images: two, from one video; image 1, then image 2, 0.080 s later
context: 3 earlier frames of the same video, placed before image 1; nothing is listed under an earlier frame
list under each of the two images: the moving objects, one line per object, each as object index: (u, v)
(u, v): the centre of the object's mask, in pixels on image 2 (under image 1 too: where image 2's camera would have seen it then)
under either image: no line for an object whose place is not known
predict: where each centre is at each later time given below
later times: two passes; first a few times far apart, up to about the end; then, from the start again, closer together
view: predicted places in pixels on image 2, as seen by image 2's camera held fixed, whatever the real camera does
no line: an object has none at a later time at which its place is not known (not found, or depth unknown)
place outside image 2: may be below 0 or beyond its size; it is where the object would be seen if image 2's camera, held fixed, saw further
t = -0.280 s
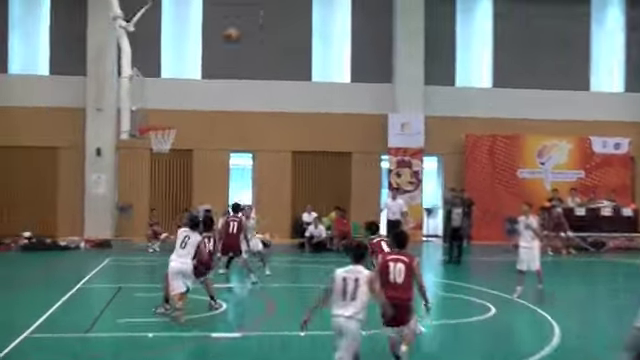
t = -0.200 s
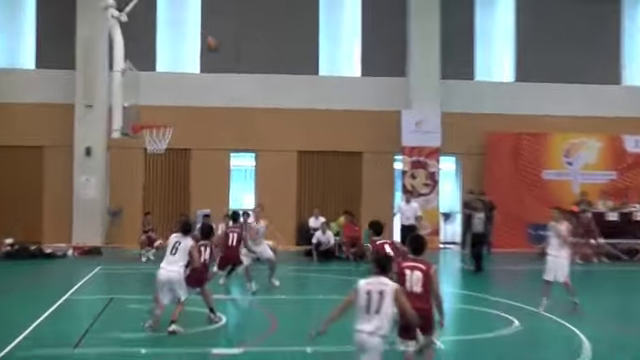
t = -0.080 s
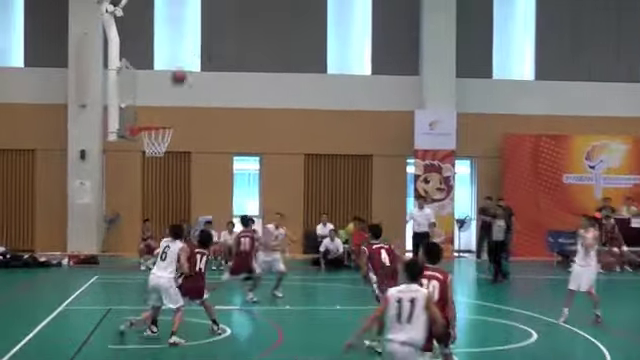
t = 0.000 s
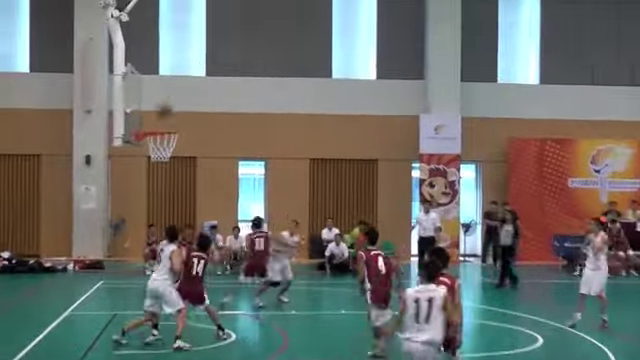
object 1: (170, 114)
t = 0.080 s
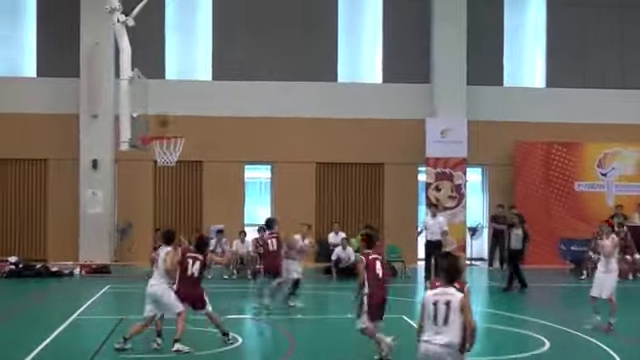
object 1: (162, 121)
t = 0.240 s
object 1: (181, 66)
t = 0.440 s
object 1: (205, 19)
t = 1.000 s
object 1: (276, 30)
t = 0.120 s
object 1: (165, 105)
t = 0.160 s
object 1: (171, 91)
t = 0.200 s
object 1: (175, 77)
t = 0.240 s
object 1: (181, 66)
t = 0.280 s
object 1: (185, 54)
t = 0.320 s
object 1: (190, 44)
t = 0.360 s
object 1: (195, 35)
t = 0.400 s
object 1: (199, 26)
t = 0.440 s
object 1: (205, 19)
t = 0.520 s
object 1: (215, 7)
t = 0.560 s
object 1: (221, 5)
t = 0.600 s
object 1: (223, 2)
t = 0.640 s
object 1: (232, -1)
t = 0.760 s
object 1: (245, -4)
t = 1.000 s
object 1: (276, 30)
